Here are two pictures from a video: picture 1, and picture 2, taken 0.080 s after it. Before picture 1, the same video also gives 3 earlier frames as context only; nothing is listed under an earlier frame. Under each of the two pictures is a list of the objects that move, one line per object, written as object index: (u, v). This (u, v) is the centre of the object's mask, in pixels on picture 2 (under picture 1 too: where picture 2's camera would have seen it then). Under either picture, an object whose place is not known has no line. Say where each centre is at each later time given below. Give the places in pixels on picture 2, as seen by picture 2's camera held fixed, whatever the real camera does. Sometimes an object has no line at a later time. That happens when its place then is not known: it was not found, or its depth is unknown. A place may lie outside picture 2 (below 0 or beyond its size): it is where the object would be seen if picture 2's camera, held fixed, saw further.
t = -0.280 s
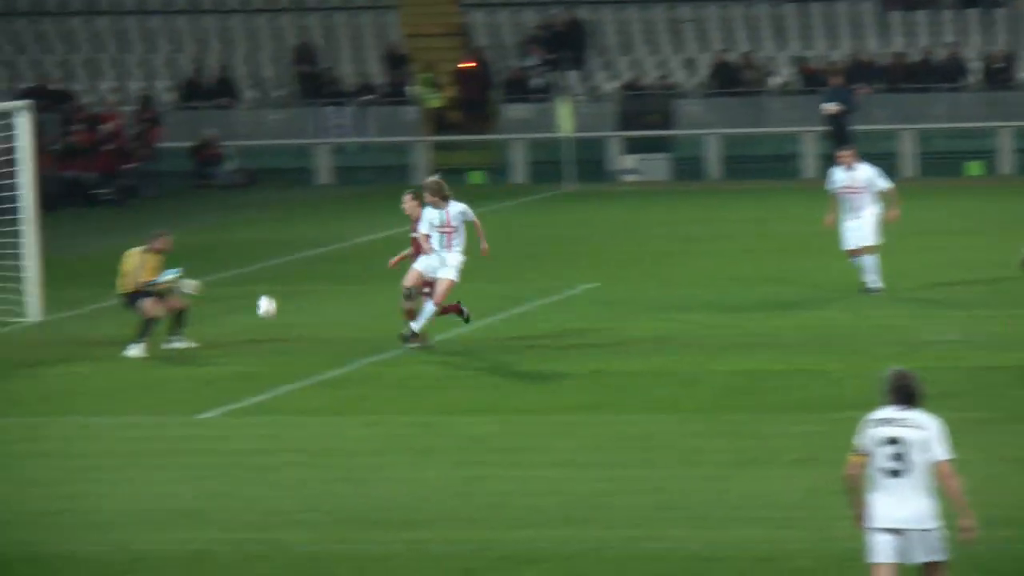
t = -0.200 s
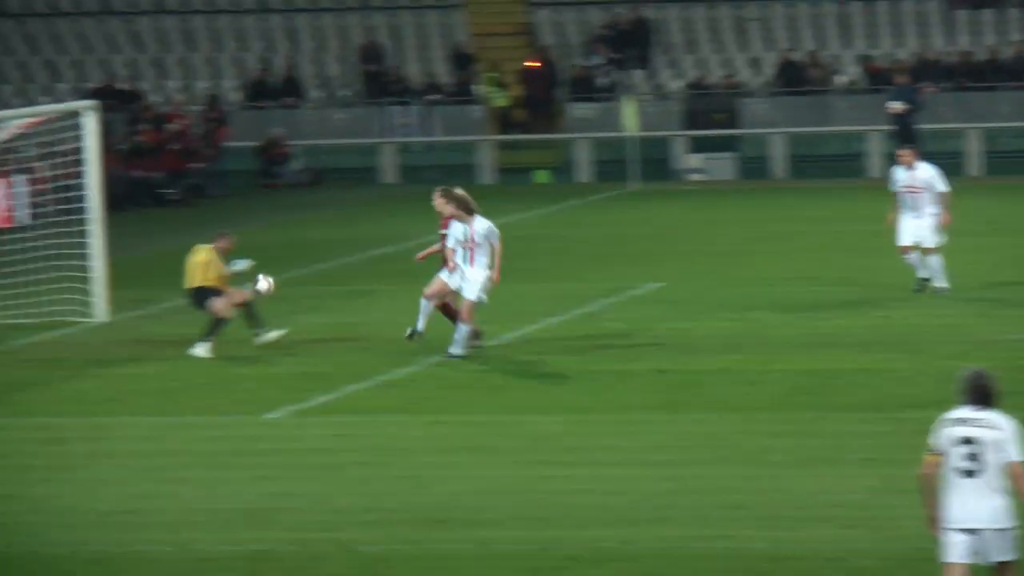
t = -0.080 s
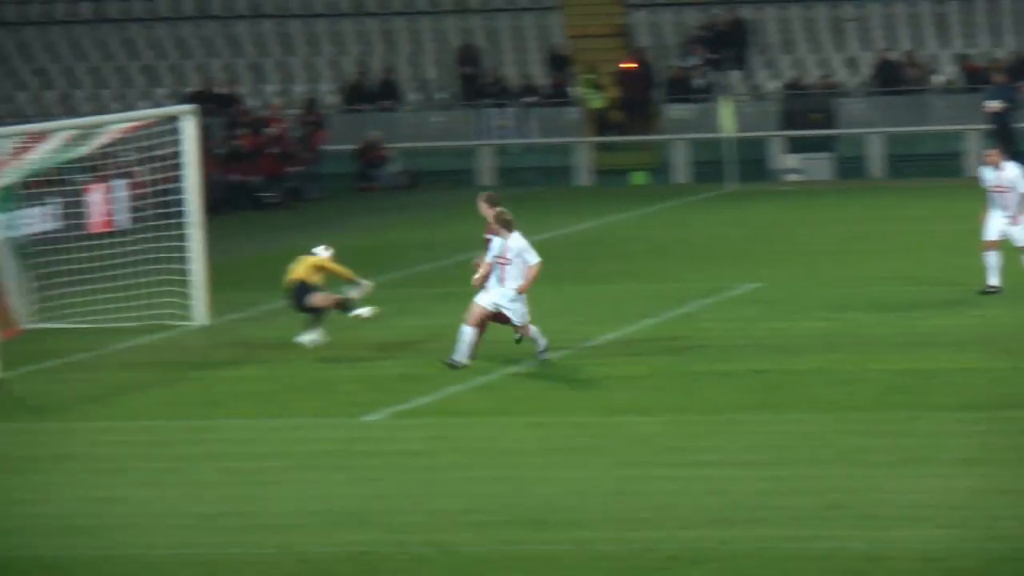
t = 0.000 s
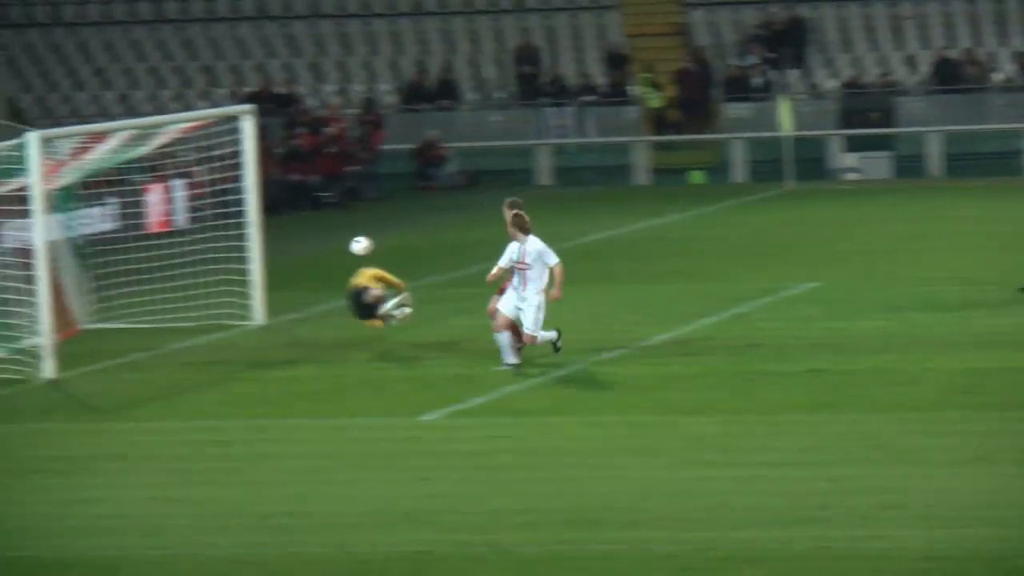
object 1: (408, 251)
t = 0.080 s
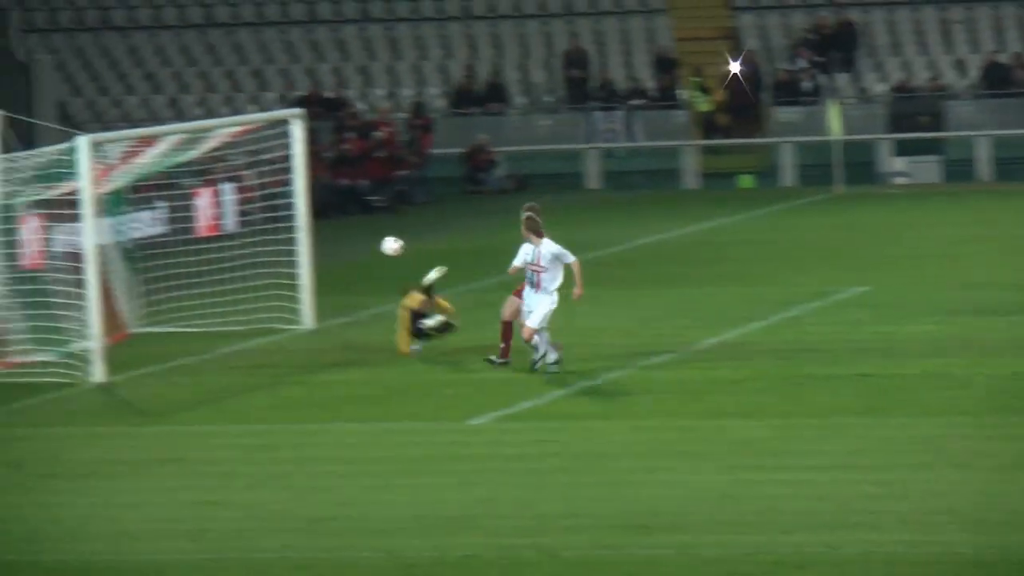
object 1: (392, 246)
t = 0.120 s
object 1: (385, 245)
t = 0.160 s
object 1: (377, 247)
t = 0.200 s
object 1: (370, 249)
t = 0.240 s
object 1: (366, 251)
